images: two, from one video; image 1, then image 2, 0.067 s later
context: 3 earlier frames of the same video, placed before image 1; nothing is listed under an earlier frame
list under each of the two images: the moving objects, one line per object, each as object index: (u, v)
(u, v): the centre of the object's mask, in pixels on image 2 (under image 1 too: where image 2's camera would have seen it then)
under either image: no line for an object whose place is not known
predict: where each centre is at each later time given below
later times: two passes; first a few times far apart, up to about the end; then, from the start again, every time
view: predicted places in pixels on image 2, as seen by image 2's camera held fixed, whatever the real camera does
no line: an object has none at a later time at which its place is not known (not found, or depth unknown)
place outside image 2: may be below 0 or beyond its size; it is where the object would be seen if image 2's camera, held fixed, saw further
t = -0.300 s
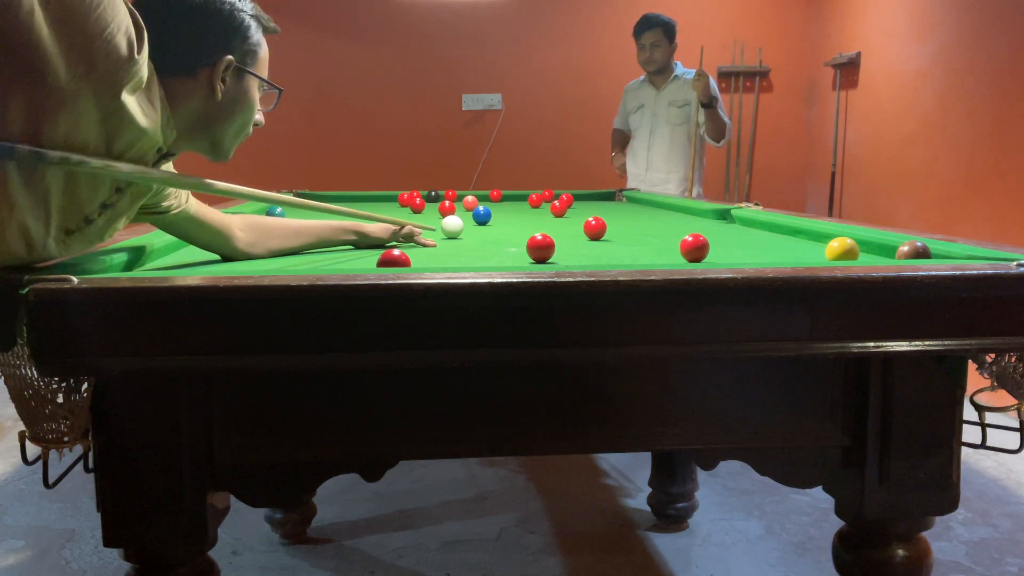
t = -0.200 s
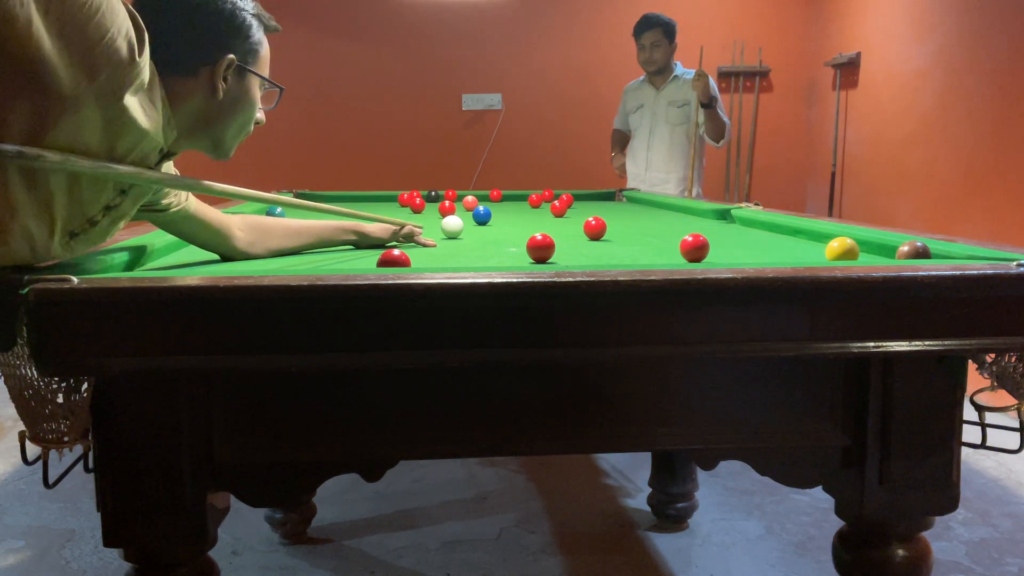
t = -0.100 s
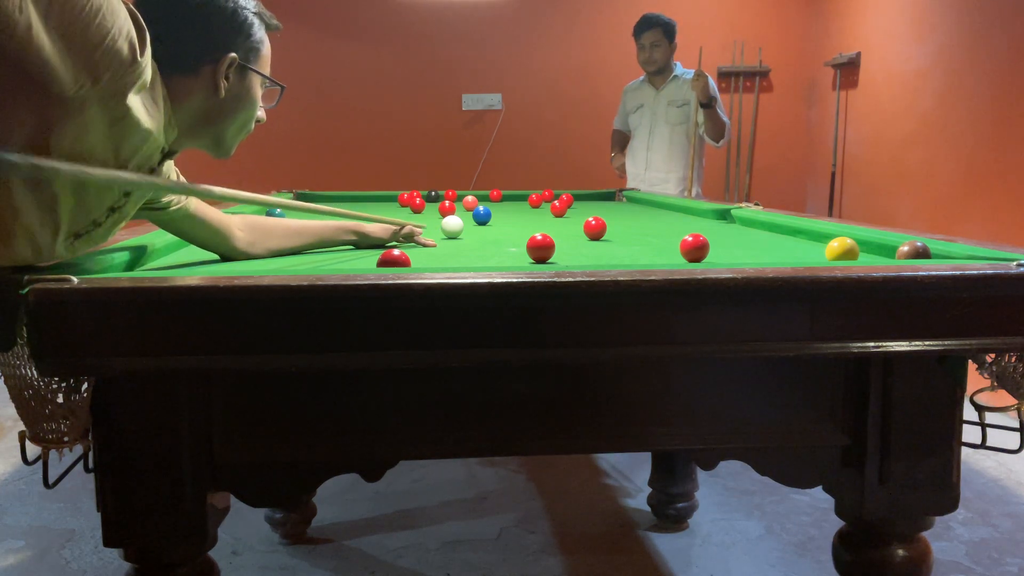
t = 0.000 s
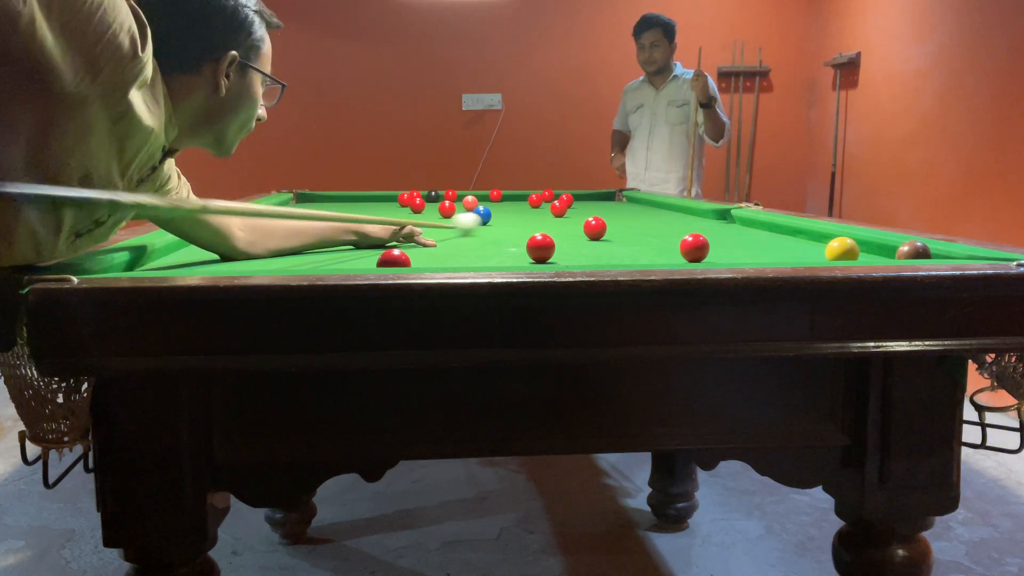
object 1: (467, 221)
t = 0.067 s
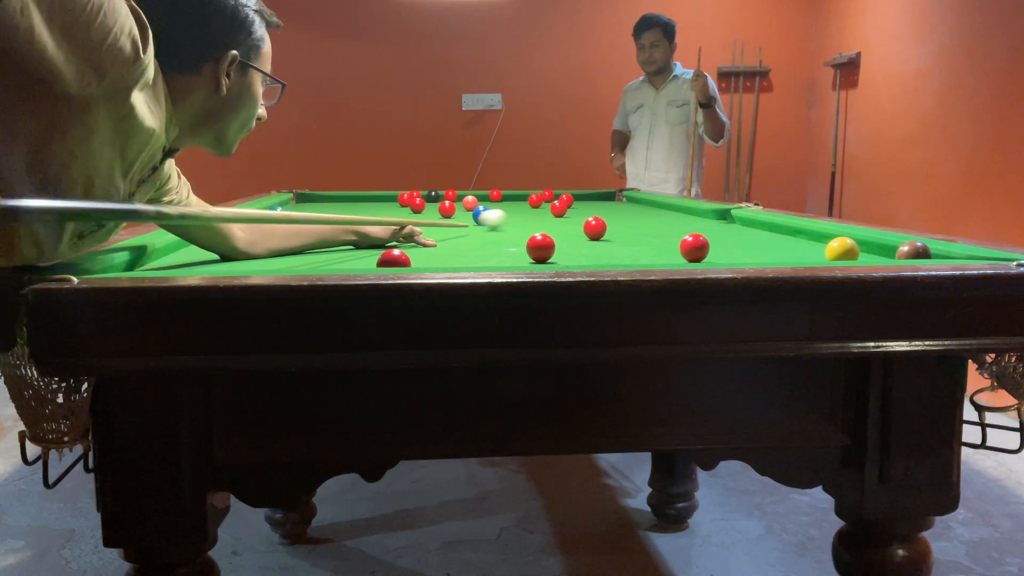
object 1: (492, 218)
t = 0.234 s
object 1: (542, 211)
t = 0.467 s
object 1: (575, 208)
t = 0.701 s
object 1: (602, 207)
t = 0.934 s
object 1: (626, 205)
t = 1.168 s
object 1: (648, 204)
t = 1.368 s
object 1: (657, 204)
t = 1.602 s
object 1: (640, 203)
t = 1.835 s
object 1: (626, 202)
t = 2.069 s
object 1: (612, 202)
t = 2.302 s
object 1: (601, 201)
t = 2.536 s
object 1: (590, 201)
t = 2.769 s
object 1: (581, 200)
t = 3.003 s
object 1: (573, 200)
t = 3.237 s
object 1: (566, 200)
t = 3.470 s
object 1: (561, 200)
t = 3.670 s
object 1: (557, 199)
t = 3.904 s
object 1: (553, 199)
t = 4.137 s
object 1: (551, 199)
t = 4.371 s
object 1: (549, 199)
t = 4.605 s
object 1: (548, 199)
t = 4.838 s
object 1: (548, 199)
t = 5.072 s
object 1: (548, 199)
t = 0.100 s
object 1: (505, 216)
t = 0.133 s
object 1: (515, 215)
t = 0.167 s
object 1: (525, 214)
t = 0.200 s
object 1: (534, 212)
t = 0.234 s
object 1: (542, 211)
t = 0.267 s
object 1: (549, 210)
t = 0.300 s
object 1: (557, 209)
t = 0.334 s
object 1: (560, 209)
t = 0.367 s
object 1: (564, 209)
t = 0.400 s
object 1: (568, 209)
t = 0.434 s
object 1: (572, 209)
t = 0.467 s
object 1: (575, 208)
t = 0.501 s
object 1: (580, 208)
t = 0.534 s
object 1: (584, 208)
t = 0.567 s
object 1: (587, 208)
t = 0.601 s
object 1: (591, 207)
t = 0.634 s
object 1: (595, 207)
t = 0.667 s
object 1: (599, 207)
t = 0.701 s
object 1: (602, 207)
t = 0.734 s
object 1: (606, 206)
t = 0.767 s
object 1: (609, 206)
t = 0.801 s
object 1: (613, 206)
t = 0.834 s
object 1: (616, 206)
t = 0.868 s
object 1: (620, 206)
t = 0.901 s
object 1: (623, 206)
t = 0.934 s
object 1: (626, 205)
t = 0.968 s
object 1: (630, 205)
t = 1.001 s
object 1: (633, 205)
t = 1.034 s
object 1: (636, 205)
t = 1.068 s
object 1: (639, 205)
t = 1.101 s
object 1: (642, 205)
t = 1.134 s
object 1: (645, 204)
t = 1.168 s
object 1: (648, 204)
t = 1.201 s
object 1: (651, 204)
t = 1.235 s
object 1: (653, 204)
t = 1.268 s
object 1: (656, 204)
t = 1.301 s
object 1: (659, 204)
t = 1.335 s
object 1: (660, 204)
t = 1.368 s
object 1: (657, 204)
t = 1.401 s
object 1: (654, 203)
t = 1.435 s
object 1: (652, 203)
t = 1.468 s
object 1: (650, 203)
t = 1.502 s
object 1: (648, 203)
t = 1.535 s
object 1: (645, 203)
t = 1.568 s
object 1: (643, 203)
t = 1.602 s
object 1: (640, 203)
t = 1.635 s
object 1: (638, 203)
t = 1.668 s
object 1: (636, 203)
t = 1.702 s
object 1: (634, 203)
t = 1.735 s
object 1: (632, 203)
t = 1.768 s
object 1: (630, 202)
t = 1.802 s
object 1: (628, 202)
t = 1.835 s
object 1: (626, 202)
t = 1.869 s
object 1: (624, 202)
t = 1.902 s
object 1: (622, 202)
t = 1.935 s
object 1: (620, 202)
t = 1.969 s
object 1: (618, 202)
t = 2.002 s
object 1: (616, 202)
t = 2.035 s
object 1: (614, 202)
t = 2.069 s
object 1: (612, 202)
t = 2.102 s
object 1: (611, 202)
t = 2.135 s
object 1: (609, 202)
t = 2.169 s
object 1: (607, 202)
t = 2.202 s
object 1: (605, 201)
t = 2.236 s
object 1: (604, 201)
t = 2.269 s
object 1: (602, 201)
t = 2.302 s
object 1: (601, 201)
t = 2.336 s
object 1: (599, 201)
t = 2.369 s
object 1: (597, 201)
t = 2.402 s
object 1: (596, 201)
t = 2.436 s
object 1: (594, 201)
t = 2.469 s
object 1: (593, 201)
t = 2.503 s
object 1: (591, 201)
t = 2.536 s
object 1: (590, 201)
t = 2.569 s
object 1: (588, 201)
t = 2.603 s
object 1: (587, 201)
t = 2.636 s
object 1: (586, 201)
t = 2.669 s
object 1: (584, 201)
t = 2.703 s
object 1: (583, 201)
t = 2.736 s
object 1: (582, 201)
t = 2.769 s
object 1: (581, 200)
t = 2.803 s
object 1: (579, 201)
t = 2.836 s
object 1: (578, 201)
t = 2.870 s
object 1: (577, 200)
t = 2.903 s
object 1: (576, 200)
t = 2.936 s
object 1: (575, 200)
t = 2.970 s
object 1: (574, 200)
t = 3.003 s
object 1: (573, 200)
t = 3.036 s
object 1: (572, 200)
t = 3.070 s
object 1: (571, 200)
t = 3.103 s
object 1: (570, 200)
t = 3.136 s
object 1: (569, 200)
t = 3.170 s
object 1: (568, 200)
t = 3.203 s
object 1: (567, 200)
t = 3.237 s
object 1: (566, 200)
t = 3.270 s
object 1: (565, 200)
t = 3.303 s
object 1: (564, 200)
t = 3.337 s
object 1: (564, 200)
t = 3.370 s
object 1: (563, 200)
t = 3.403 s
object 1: (562, 200)
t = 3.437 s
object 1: (561, 200)
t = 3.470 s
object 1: (561, 200)
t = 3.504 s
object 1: (560, 200)
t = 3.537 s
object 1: (559, 200)
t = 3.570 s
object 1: (559, 200)
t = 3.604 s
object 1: (558, 200)
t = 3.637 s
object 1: (557, 200)
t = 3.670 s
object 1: (557, 199)
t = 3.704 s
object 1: (556, 199)
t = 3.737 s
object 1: (556, 199)
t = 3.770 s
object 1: (555, 199)
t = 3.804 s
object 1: (554, 199)
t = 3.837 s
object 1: (554, 199)
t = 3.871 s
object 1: (554, 199)
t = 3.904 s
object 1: (553, 199)
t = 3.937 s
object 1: (553, 199)
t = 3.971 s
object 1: (552, 199)
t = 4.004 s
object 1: (552, 199)
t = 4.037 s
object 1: (552, 199)
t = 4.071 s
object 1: (551, 199)
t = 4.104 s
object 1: (551, 199)
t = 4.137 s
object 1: (551, 199)
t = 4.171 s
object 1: (550, 199)
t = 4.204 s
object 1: (550, 199)
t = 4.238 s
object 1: (550, 199)
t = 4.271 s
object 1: (549, 199)
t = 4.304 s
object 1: (549, 199)
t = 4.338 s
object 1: (549, 199)
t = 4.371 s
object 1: (549, 199)
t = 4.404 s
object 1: (548, 199)
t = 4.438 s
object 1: (548, 199)
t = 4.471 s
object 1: (548, 199)
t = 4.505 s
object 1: (548, 199)
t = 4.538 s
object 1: (548, 199)
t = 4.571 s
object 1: (548, 199)
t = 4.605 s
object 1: (548, 199)
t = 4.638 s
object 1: (548, 199)
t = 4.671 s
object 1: (548, 199)
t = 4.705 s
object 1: (548, 199)
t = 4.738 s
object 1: (548, 199)
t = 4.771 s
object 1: (548, 199)
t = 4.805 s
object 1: (548, 199)
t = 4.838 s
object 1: (548, 199)
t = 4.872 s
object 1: (548, 199)
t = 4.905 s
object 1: (548, 199)
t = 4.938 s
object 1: (548, 199)
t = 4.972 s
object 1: (548, 199)
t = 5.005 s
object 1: (548, 199)
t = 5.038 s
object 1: (548, 199)
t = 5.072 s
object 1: (548, 199)
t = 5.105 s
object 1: (548, 199)
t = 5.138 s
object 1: (548, 199)
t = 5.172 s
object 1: (548, 199)
